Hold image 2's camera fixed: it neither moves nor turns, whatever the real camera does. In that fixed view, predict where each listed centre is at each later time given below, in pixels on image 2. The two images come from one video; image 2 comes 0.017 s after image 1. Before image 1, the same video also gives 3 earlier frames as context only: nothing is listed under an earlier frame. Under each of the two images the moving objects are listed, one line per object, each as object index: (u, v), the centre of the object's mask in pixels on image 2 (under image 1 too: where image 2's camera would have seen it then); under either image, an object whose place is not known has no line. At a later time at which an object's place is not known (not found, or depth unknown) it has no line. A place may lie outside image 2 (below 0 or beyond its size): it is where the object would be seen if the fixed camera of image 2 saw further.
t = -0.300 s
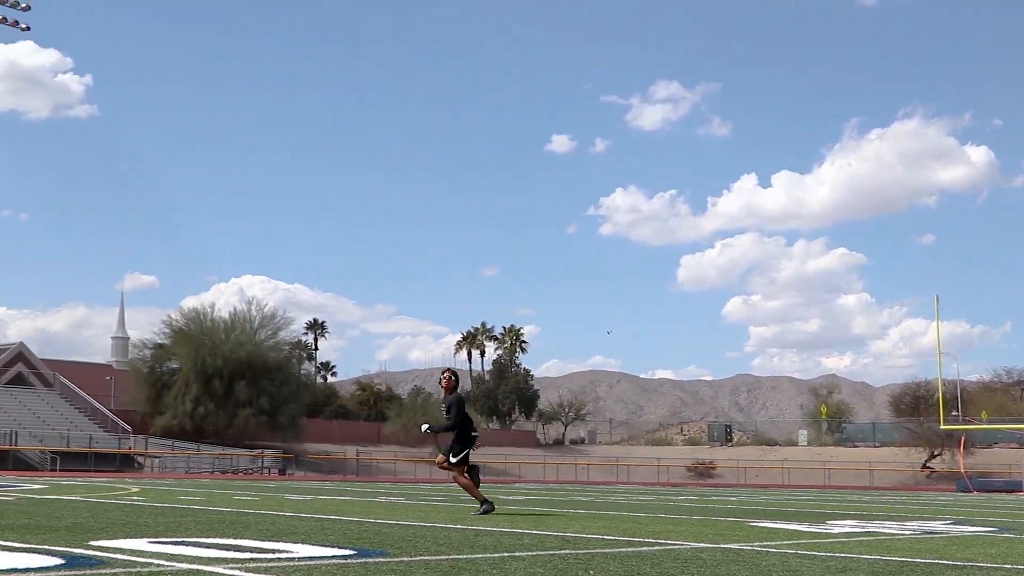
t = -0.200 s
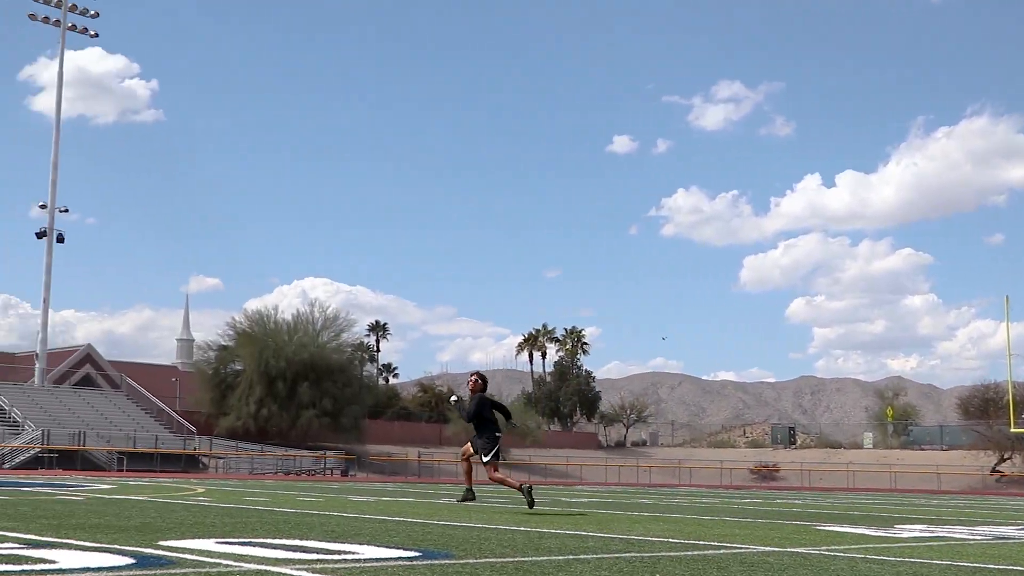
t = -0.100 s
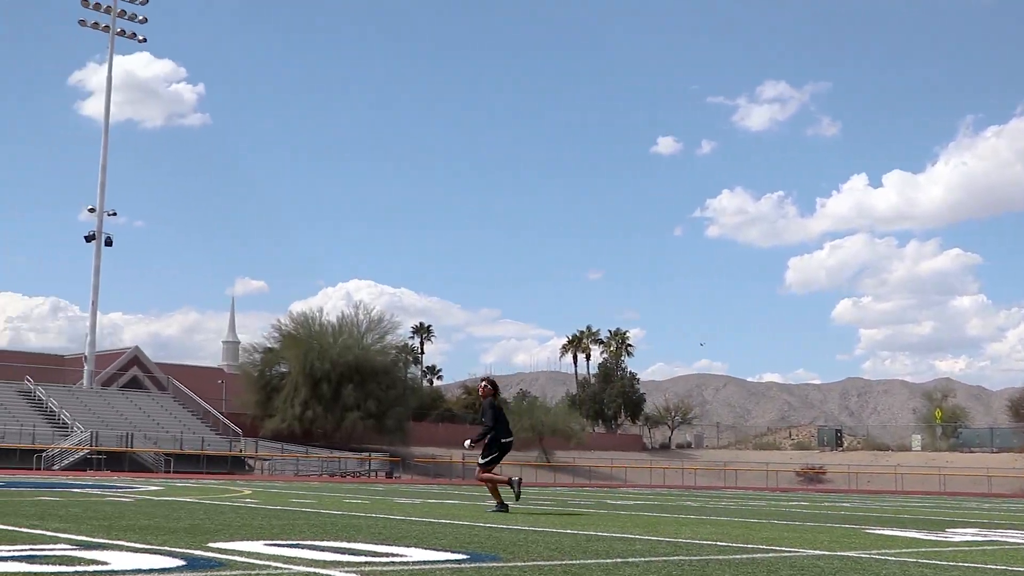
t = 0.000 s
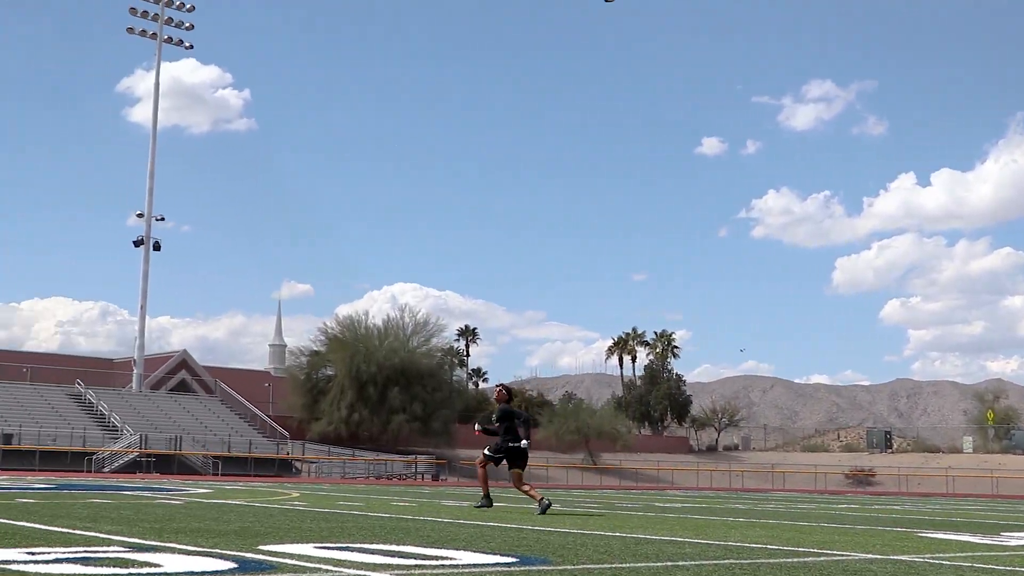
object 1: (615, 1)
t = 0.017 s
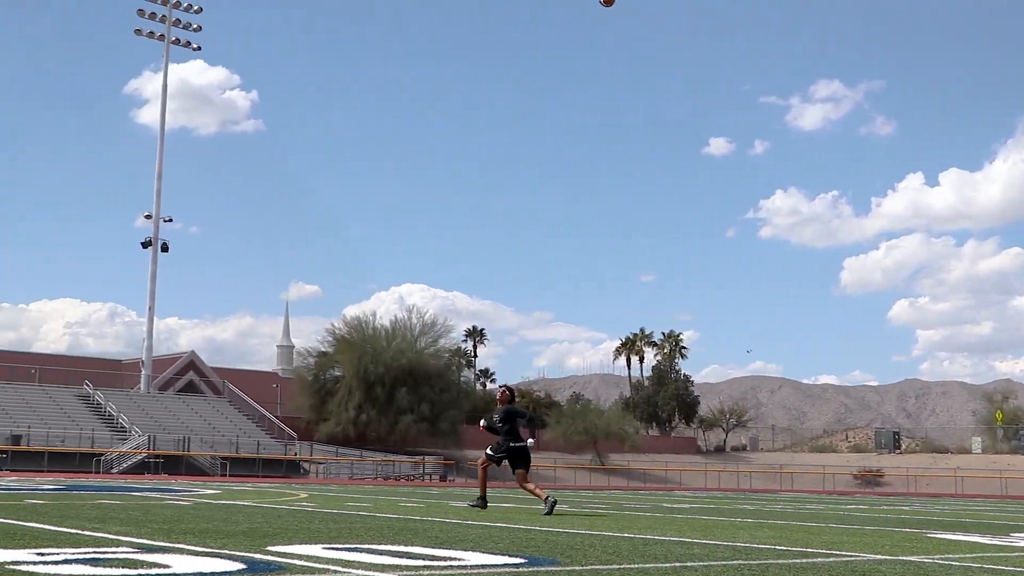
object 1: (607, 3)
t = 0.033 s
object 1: (599, 5)
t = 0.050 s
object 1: (591, 8)
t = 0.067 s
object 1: (584, 13)
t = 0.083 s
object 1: (577, 18)
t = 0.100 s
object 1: (570, 23)
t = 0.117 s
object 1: (564, 28)
